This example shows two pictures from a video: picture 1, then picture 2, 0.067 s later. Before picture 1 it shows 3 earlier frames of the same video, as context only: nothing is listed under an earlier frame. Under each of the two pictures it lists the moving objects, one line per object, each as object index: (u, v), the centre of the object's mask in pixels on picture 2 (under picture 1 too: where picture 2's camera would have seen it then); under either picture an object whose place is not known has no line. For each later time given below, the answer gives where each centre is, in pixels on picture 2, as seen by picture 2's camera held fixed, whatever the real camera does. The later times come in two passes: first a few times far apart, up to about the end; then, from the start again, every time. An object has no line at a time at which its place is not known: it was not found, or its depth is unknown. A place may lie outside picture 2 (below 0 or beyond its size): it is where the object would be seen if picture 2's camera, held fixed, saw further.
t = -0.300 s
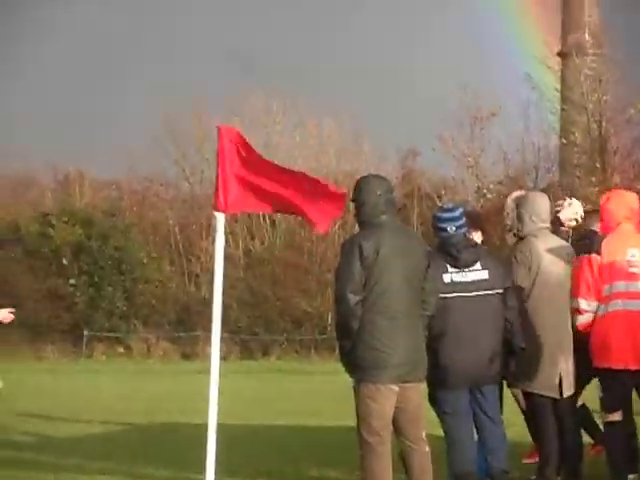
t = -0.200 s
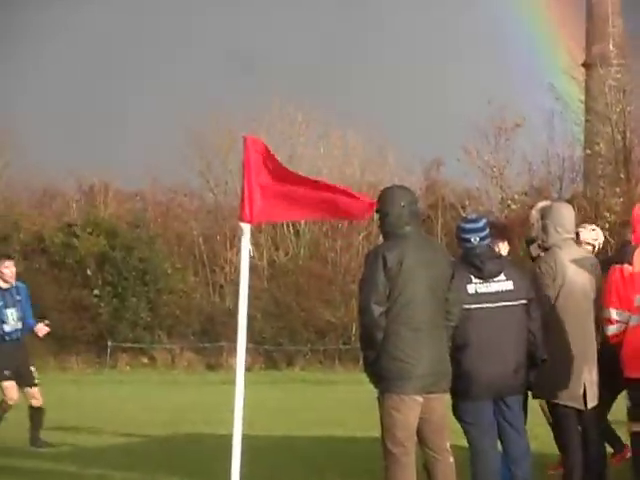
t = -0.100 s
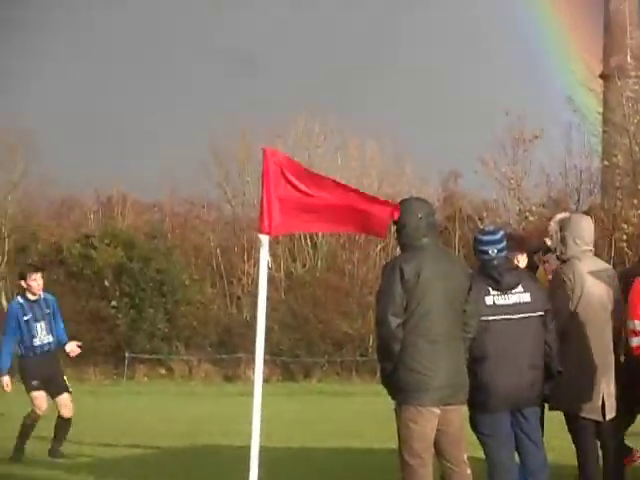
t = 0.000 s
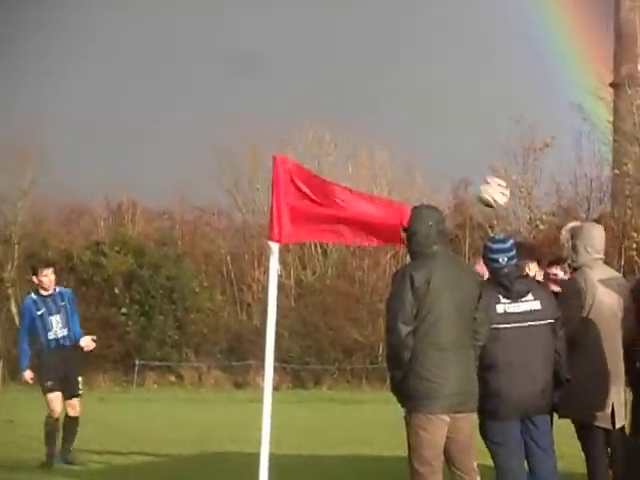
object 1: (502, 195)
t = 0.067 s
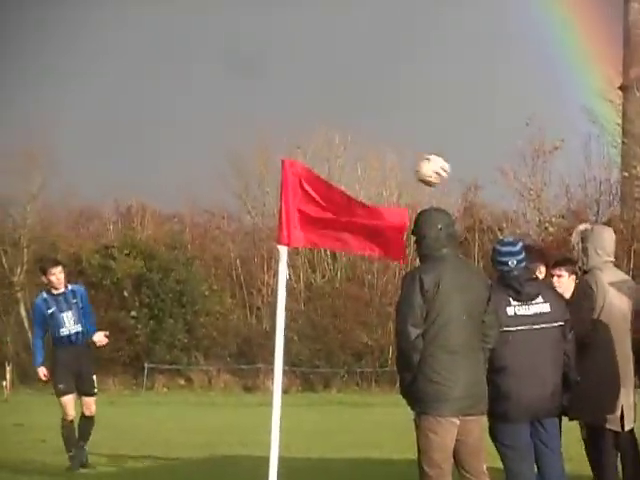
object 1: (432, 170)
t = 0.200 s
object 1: (290, 138)
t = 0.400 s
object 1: (62, 140)
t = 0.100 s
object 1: (397, 160)
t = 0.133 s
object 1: (362, 151)
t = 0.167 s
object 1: (326, 144)
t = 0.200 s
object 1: (290, 138)
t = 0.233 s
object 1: (254, 134)
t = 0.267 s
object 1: (215, 131)
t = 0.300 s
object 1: (178, 130)
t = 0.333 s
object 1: (140, 131)
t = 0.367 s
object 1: (100, 135)
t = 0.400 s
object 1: (62, 140)
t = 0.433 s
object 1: (22, 149)
